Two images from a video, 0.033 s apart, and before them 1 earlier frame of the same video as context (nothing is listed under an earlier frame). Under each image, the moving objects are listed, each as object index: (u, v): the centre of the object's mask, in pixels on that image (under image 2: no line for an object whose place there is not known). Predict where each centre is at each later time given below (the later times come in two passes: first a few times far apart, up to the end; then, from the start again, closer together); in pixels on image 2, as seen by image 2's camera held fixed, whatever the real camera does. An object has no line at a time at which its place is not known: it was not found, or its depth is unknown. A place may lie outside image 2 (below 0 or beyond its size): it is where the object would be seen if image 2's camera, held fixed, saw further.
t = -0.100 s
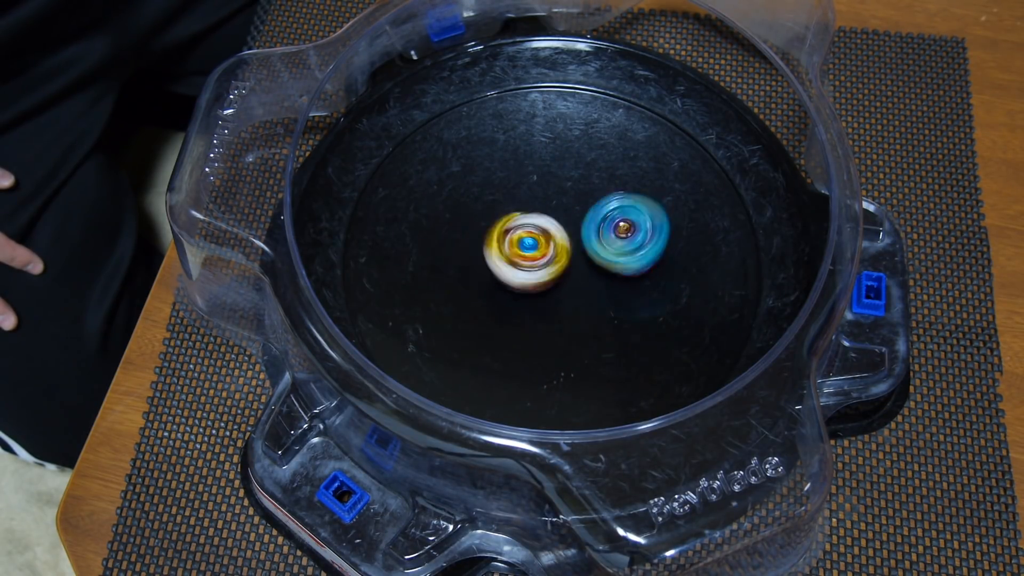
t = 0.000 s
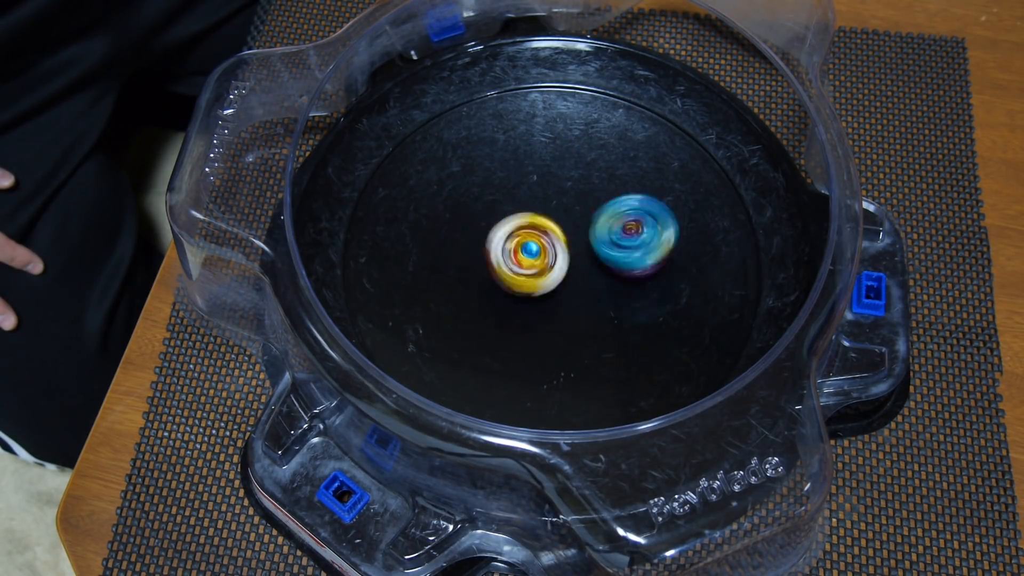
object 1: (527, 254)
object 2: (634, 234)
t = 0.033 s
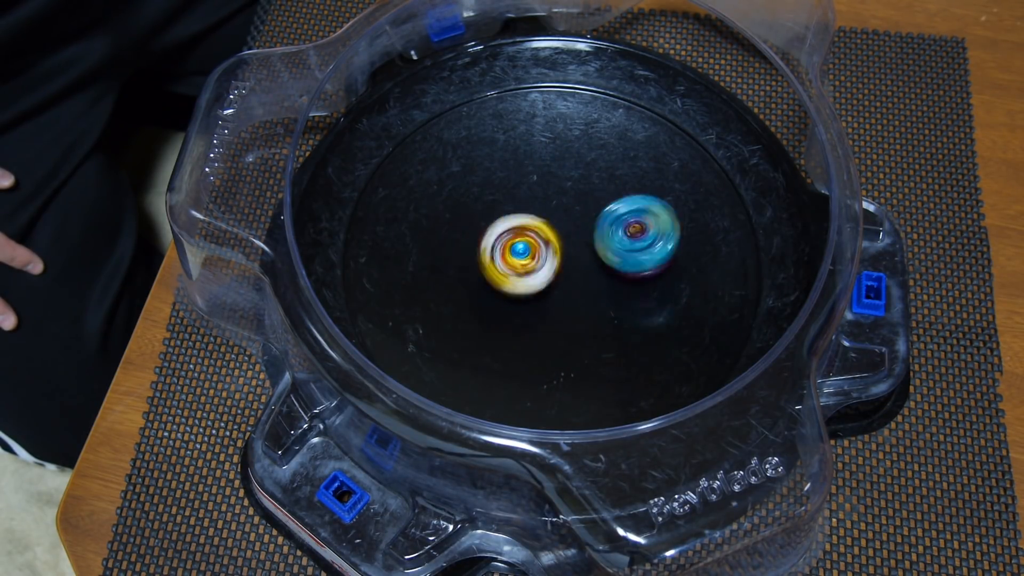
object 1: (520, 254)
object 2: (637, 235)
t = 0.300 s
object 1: (505, 260)
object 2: (612, 231)
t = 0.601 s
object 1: (541, 262)
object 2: (608, 203)
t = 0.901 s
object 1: (561, 286)
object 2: (606, 194)
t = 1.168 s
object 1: (554, 283)
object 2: (574, 202)
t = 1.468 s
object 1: (533, 270)
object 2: (572, 198)
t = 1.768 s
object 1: (527, 280)
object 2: (574, 209)
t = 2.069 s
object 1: (549, 279)
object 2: (578, 182)
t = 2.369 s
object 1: (567, 270)
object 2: (568, 191)
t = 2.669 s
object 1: (580, 280)
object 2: (538, 202)
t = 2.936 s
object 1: (587, 270)
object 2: (521, 214)
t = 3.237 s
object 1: (578, 269)
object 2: (517, 229)
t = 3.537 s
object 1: (584, 274)
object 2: (520, 230)
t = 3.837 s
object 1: (583, 273)
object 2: (518, 230)
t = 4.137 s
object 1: (580, 270)
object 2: (517, 229)
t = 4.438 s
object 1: (580, 269)
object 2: (517, 229)
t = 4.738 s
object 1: (580, 269)
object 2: (517, 229)
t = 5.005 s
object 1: (580, 269)
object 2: (517, 229)
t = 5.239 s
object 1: (580, 269)
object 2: (517, 229)
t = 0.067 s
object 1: (516, 257)
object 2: (639, 238)
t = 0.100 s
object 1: (515, 258)
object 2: (638, 237)
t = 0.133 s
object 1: (510, 258)
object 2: (633, 238)
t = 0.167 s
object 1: (508, 260)
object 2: (627, 238)
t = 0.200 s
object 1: (505, 260)
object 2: (624, 237)
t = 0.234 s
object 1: (506, 262)
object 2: (621, 237)
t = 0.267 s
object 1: (506, 260)
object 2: (615, 234)
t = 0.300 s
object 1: (505, 260)
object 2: (612, 231)
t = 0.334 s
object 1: (510, 260)
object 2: (605, 231)
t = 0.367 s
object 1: (512, 258)
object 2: (603, 227)
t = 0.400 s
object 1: (515, 258)
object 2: (601, 224)
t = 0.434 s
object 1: (521, 256)
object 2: (597, 221)
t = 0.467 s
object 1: (523, 257)
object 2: (603, 218)
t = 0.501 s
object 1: (528, 259)
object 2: (606, 212)
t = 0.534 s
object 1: (532, 260)
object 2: (607, 208)
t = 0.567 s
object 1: (535, 261)
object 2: (608, 203)
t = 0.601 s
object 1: (541, 262)
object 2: (608, 203)
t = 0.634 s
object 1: (547, 263)
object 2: (608, 200)
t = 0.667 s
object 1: (551, 263)
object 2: (607, 200)
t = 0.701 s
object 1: (554, 264)
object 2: (606, 200)
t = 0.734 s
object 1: (558, 266)
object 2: (605, 199)
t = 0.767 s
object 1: (561, 270)
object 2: (607, 199)
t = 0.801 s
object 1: (561, 275)
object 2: (609, 194)
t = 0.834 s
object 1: (561, 279)
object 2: (609, 193)
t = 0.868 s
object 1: (561, 282)
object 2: (609, 194)
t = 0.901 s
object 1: (561, 286)
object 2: (606, 194)
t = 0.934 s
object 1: (560, 289)
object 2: (603, 196)
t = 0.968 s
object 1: (559, 290)
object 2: (600, 198)
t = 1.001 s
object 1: (558, 290)
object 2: (595, 199)
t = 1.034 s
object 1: (557, 291)
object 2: (590, 201)
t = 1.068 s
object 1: (556, 289)
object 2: (586, 202)
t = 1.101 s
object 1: (554, 287)
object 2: (579, 204)
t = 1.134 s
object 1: (553, 286)
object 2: (577, 203)
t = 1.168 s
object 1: (554, 283)
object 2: (574, 202)
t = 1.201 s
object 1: (552, 279)
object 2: (571, 202)
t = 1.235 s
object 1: (550, 278)
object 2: (571, 201)
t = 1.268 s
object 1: (549, 276)
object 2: (572, 199)
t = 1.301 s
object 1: (547, 275)
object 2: (572, 197)
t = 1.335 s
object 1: (543, 276)
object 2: (571, 193)
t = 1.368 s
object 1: (538, 275)
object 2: (573, 192)
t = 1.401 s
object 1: (536, 274)
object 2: (574, 194)
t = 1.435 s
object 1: (536, 272)
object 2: (573, 197)
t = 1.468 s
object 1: (533, 270)
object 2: (572, 198)
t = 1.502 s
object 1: (531, 267)
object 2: (573, 200)
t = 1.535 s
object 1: (531, 269)
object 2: (572, 201)
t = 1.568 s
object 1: (528, 273)
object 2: (575, 199)
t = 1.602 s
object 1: (528, 275)
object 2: (581, 198)
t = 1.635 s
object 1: (528, 277)
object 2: (582, 202)
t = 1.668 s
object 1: (528, 276)
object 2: (581, 205)
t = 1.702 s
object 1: (528, 276)
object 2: (577, 209)
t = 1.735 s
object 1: (524, 278)
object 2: (576, 210)
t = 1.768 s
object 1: (527, 280)
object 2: (574, 209)
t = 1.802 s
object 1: (530, 282)
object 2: (574, 208)
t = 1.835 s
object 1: (531, 281)
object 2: (572, 208)
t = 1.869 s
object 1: (534, 280)
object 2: (571, 210)
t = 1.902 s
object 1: (537, 279)
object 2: (570, 209)
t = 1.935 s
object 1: (540, 281)
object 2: (574, 206)
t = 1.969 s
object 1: (543, 285)
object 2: (576, 195)
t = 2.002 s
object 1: (547, 285)
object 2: (578, 190)
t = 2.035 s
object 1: (551, 283)
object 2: (578, 186)
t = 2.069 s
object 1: (549, 279)
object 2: (578, 182)
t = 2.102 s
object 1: (549, 275)
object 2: (577, 182)
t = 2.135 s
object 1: (549, 273)
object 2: (577, 185)
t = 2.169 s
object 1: (550, 269)
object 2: (574, 191)
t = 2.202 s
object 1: (550, 268)
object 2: (571, 190)
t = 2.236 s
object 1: (553, 269)
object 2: (572, 190)
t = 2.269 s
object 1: (556, 269)
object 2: (573, 190)
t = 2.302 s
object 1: (560, 269)
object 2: (574, 192)
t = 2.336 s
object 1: (564, 269)
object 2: (569, 193)
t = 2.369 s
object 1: (567, 270)
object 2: (568, 191)
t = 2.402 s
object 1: (566, 277)
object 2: (565, 187)
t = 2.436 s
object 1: (568, 284)
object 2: (561, 184)
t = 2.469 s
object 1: (568, 286)
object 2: (558, 184)
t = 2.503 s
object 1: (570, 288)
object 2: (555, 186)
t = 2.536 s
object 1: (574, 289)
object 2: (555, 186)
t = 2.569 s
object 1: (575, 288)
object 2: (552, 188)
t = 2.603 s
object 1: (578, 286)
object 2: (547, 193)
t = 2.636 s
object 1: (580, 283)
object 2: (541, 197)
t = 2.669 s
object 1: (580, 280)
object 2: (538, 202)
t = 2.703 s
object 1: (581, 277)
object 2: (538, 206)
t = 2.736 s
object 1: (580, 273)
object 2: (536, 209)
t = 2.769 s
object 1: (581, 273)
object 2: (535, 212)
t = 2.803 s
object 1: (586, 274)
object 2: (530, 211)
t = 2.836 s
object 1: (589, 273)
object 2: (528, 212)
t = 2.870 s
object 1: (588, 272)
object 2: (527, 214)
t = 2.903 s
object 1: (588, 270)
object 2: (526, 216)
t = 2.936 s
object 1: (587, 270)
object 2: (521, 214)
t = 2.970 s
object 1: (586, 271)
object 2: (518, 213)
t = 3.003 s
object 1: (585, 271)
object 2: (517, 213)
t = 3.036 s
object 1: (586, 270)
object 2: (518, 212)
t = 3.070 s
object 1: (585, 269)
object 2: (520, 214)
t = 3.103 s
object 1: (584, 269)
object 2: (520, 217)
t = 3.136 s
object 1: (584, 269)
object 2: (522, 220)
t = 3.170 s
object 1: (582, 268)
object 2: (520, 224)
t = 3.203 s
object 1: (579, 268)
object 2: (519, 227)
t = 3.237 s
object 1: (578, 269)
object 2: (517, 229)
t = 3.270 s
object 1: (579, 272)
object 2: (517, 230)
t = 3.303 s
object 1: (581, 274)
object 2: (518, 230)
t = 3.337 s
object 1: (582, 276)
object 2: (519, 230)
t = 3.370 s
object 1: (582, 277)
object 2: (519, 230)
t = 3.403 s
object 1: (582, 278)
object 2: (519, 230)
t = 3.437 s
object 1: (583, 278)
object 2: (520, 230)
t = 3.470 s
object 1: (584, 277)
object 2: (520, 231)
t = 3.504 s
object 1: (584, 275)
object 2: (520, 231)
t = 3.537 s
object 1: (584, 274)
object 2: (520, 230)
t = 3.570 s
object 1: (582, 273)
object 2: (519, 230)
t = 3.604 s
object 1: (582, 273)
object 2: (518, 230)
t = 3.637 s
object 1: (582, 273)
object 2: (518, 230)
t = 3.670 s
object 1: (581, 272)
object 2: (518, 229)
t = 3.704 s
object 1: (580, 272)
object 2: (518, 229)
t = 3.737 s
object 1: (583, 272)
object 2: (517, 229)
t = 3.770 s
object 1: (583, 272)
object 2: (518, 229)
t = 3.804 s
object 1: (583, 272)
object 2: (518, 229)
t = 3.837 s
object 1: (583, 273)
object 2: (518, 230)
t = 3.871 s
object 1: (583, 273)
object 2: (518, 229)
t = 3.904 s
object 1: (582, 274)
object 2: (518, 230)
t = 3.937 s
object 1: (582, 275)
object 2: (518, 230)
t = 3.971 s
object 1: (580, 275)
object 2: (518, 229)
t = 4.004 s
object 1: (580, 275)
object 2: (518, 229)
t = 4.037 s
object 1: (580, 274)
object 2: (518, 229)
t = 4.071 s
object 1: (580, 274)
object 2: (518, 229)
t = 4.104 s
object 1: (580, 272)
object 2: (518, 229)
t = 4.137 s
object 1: (580, 270)
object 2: (517, 229)
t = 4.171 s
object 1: (581, 268)
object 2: (518, 229)
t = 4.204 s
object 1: (581, 269)
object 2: (518, 229)
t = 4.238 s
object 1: (580, 270)
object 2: (517, 229)
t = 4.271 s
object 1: (581, 269)
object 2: (517, 229)
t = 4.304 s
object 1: (580, 269)
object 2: (518, 229)
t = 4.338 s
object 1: (581, 269)
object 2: (517, 229)
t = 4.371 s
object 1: (581, 269)
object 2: (517, 229)
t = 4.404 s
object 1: (580, 269)
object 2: (518, 229)
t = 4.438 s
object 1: (580, 269)
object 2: (517, 229)
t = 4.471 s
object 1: (580, 269)
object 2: (517, 229)
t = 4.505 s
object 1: (580, 269)
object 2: (517, 229)
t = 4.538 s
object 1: (581, 269)
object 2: (518, 229)
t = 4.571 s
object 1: (581, 269)
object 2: (517, 229)
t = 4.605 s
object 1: (580, 269)
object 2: (517, 229)
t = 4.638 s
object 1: (580, 269)
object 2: (517, 229)
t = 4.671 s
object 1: (581, 269)
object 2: (517, 229)
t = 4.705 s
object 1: (581, 269)
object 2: (517, 229)
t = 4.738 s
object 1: (580, 269)
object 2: (517, 229)
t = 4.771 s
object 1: (581, 269)
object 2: (517, 229)
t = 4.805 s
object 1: (580, 269)
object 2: (517, 229)
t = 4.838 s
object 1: (581, 269)
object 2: (517, 229)
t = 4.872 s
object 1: (581, 269)
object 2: (517, 229)
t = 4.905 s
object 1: (581, 269)
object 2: (517, 229)
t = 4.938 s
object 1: (580, 269)
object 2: (517, 229)
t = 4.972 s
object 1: (580, 269)
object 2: (517, 229)
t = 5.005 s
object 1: (580, 269)
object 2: (517, 229)
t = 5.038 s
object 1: (580, 269)
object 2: (517, 229)
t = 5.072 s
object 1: (580, 270)
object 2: (517, 229)
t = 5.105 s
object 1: (581, 269)
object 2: (517, 229)
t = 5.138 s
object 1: (580, 269)
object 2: (517, 229)
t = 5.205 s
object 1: (580, 269)
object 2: (517, 229)
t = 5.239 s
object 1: (580, 269)
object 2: (517, 229)
